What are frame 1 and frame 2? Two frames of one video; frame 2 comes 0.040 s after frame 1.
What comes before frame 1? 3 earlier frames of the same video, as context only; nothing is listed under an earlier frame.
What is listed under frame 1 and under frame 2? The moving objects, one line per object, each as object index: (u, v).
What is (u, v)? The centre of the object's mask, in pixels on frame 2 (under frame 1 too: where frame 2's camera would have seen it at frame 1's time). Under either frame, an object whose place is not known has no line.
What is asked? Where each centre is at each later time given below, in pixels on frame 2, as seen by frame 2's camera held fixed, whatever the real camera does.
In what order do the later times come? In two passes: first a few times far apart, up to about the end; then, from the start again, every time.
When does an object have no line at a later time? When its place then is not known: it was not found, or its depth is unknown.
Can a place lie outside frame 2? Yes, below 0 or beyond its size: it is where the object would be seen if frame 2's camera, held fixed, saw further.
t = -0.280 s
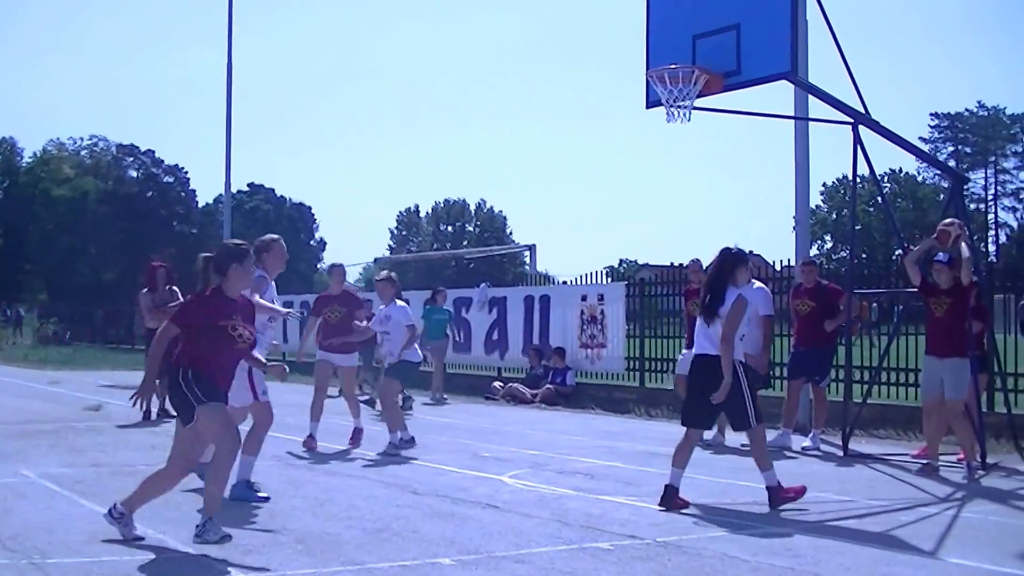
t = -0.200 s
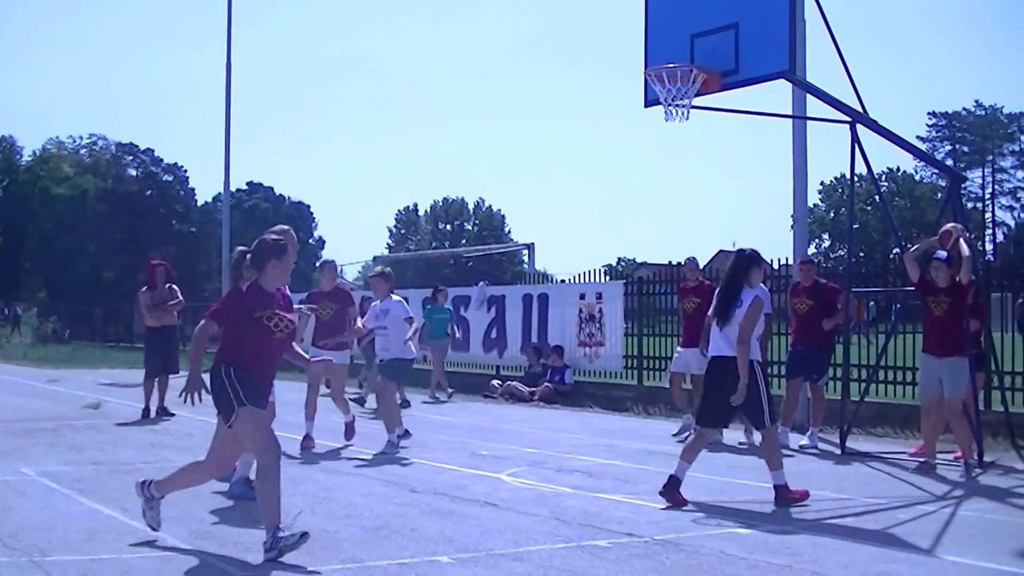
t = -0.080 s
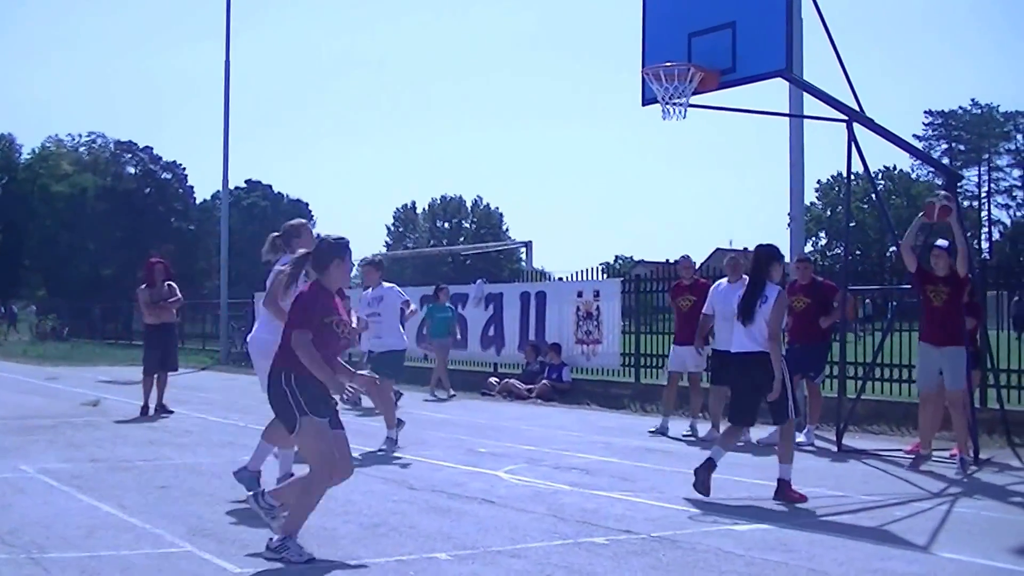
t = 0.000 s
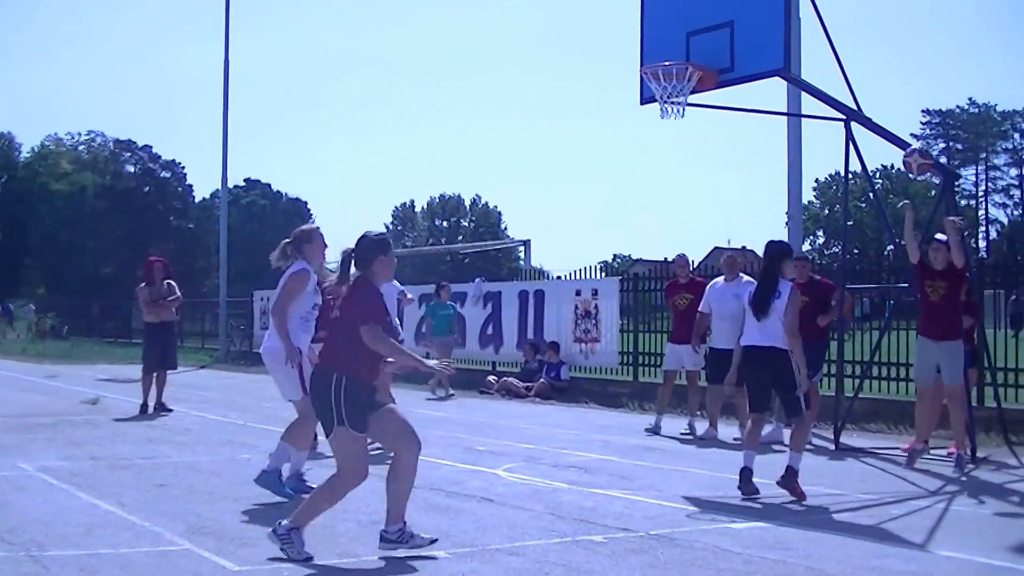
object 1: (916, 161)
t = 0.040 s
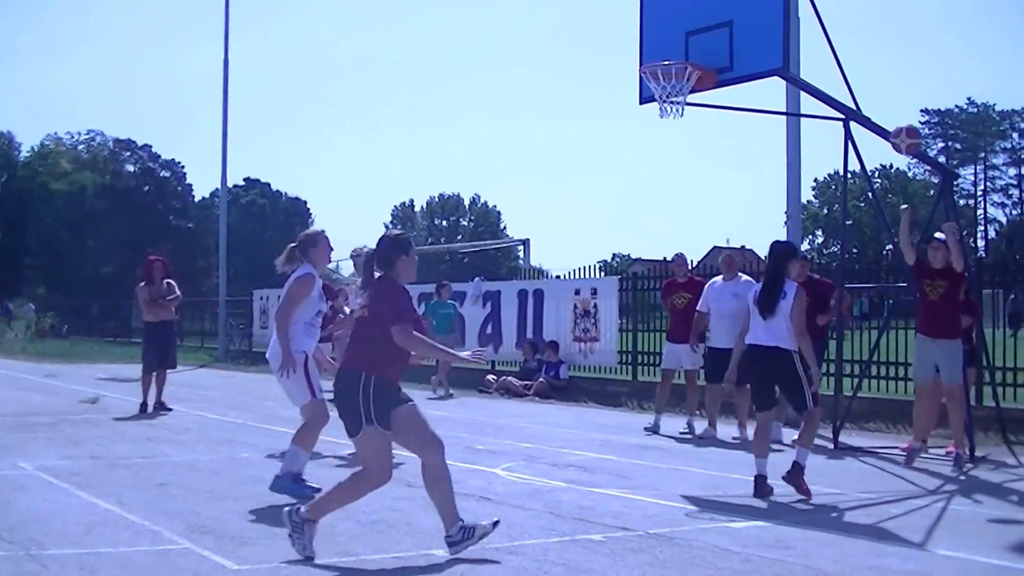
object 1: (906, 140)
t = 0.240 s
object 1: (847, 58)
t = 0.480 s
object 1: (755, 24)
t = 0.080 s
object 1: (895, 120)
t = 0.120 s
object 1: (884, 102)
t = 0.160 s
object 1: (872, 86)
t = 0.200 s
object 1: (860, 72)
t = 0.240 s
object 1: (847, 58)
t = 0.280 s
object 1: (833, 47)
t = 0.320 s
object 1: (819, 38)
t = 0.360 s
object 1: (804, 30)
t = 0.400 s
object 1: (788, 25)
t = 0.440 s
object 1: (772, 23)
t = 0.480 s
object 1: (755, 24)
